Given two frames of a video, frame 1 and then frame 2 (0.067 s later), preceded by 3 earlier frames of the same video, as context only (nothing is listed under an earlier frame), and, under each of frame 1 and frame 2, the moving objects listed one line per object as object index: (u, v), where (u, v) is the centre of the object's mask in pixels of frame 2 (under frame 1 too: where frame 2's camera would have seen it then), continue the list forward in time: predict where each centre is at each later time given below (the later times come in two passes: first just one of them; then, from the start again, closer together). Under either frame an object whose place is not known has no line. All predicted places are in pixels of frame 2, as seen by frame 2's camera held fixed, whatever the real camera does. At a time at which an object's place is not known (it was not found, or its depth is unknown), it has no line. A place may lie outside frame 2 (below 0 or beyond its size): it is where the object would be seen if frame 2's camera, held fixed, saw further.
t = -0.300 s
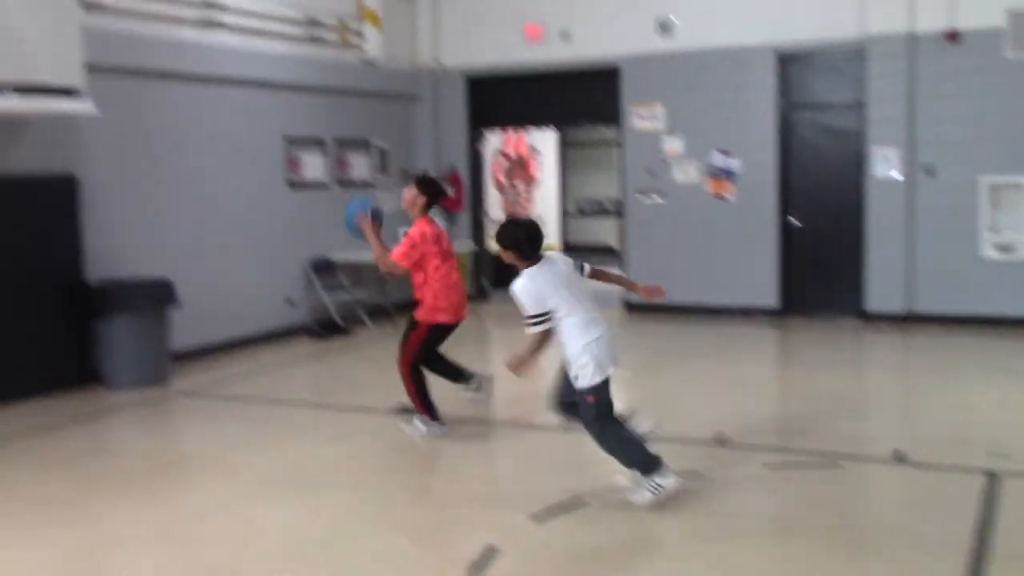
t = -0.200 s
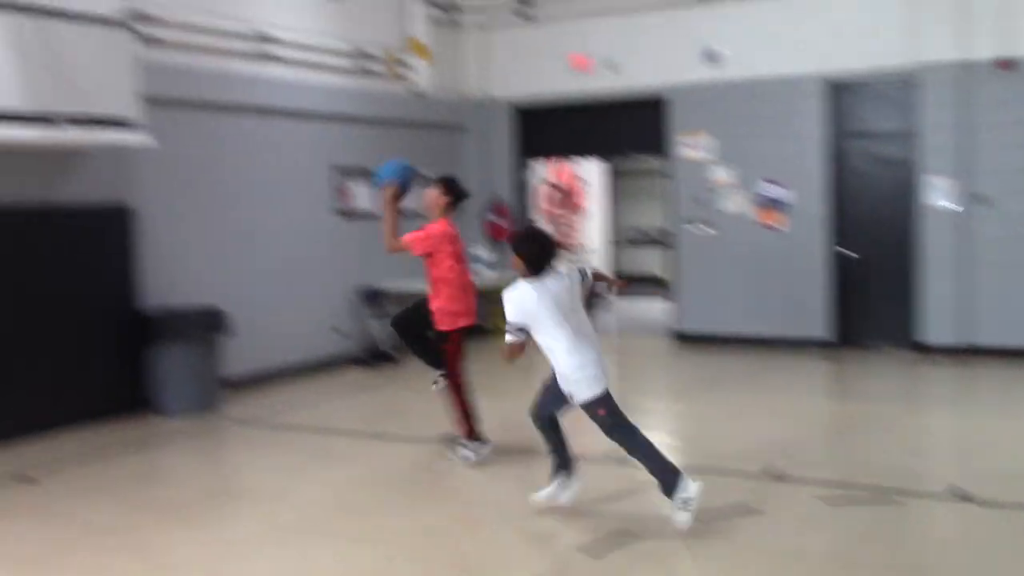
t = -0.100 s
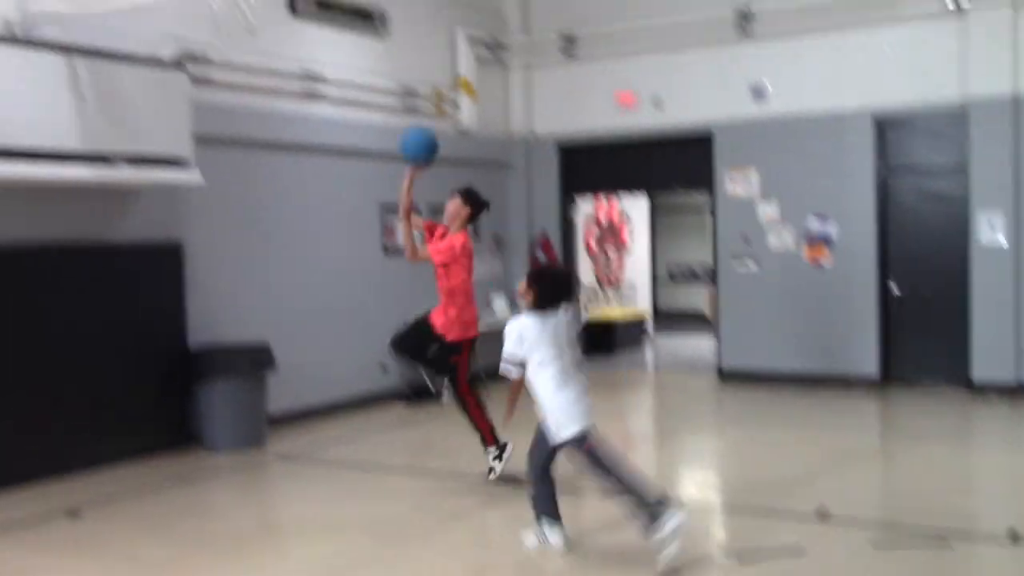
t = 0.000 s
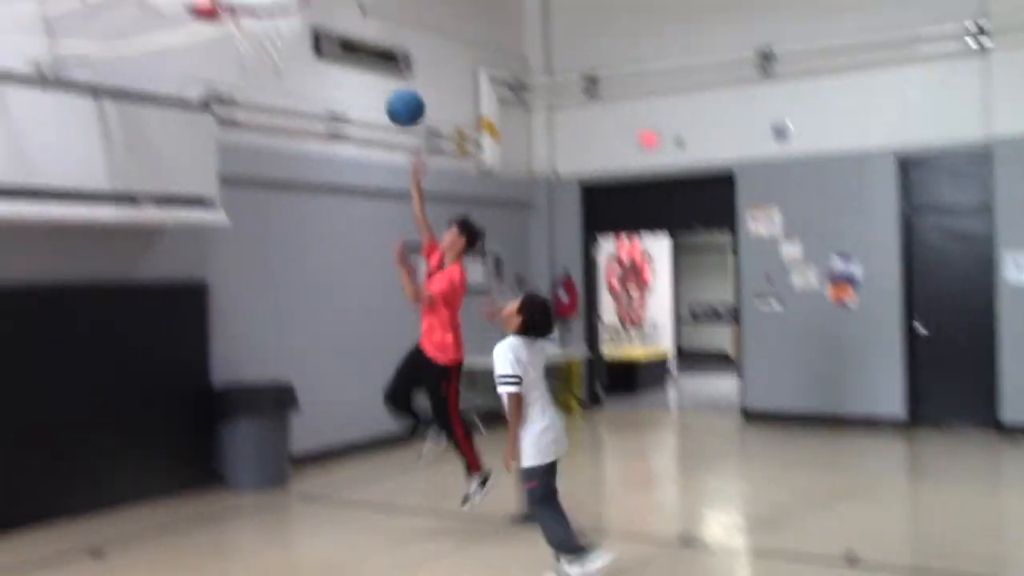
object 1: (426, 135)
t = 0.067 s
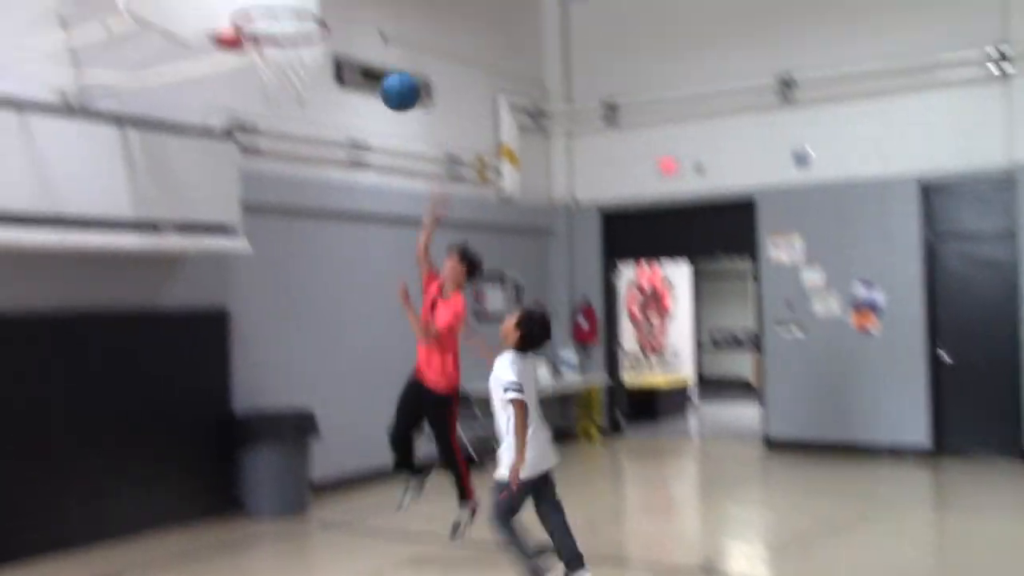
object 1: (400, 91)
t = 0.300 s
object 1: (304, -8)
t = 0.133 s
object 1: (372, 54)
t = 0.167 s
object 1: (360, 37)
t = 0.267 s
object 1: (318, 0)
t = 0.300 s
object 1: (304, -8)
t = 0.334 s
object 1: (289, -15)
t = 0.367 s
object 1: (289, -19)
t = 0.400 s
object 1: (290, -21)
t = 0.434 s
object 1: (291, -22)
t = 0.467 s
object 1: (292, -20)
